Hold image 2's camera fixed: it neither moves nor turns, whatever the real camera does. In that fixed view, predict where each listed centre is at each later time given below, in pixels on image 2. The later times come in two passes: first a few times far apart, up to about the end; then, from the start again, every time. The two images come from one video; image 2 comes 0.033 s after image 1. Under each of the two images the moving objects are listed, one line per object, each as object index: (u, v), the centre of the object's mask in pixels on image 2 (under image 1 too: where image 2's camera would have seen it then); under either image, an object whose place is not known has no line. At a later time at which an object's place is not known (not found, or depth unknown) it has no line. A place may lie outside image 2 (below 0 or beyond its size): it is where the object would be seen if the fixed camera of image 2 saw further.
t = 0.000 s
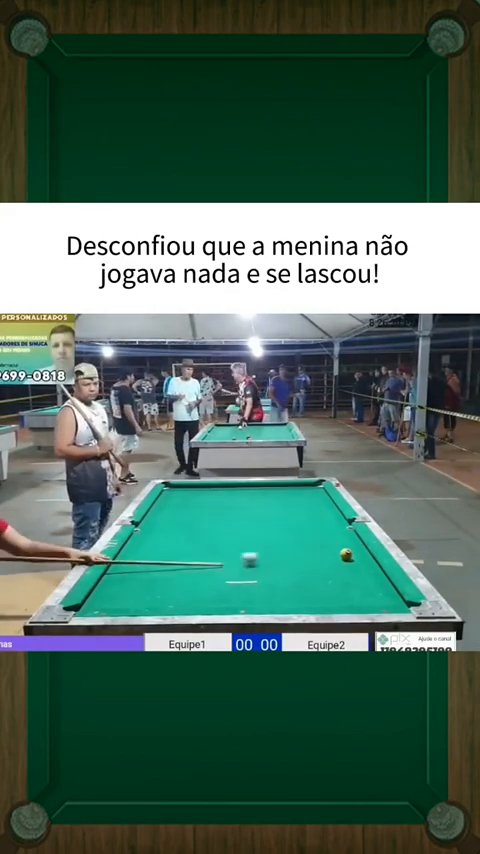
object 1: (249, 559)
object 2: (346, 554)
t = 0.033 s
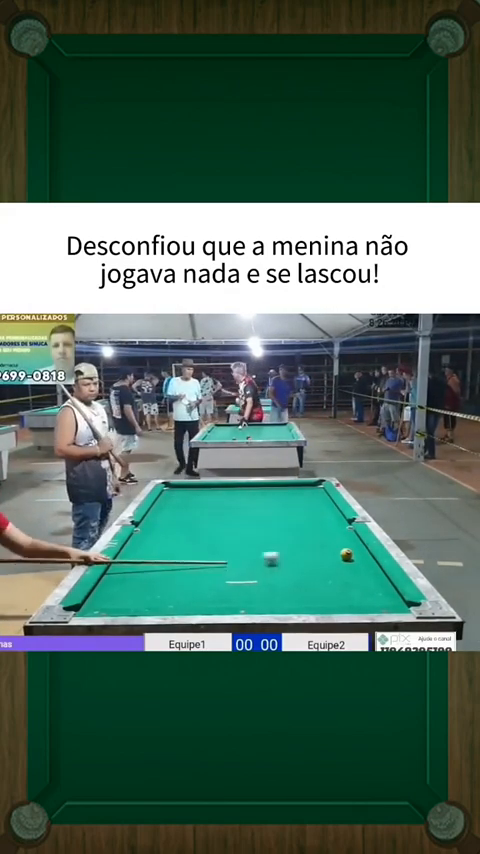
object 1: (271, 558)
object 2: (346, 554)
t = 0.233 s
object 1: (347, 558)
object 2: (357, 550)
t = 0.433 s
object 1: (372, 564)
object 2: (308, 545)
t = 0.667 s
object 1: (356, 570)
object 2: (257, 539)
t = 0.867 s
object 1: (343, 575)
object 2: (217, 535)
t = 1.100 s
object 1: (327, 581)
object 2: (175, 531)
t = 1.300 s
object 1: (314, 586)
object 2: (141, 528)
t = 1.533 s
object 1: (298, 591)
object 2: (161, 524)
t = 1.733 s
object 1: (287, 595)
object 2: (179, 520)
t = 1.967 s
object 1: (273, 598)
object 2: (197, 517)
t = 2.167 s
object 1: (263, 600)
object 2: (211, 514)
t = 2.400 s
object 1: (255, 600)
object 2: (226, 511)
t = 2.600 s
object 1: (250, 599)
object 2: (237, 509)
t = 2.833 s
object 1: (245, 598)
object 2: (248, 507)
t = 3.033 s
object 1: (242, 598)
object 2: (257, 505)
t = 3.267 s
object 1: (241, 598)
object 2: (265, 503)
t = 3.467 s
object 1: (241, 597)
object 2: (272, 501)
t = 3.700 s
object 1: (241, 597)
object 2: (278, 500)
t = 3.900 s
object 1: (241, 597)
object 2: (283, 499)
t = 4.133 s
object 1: (241, 597)
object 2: (287, 498)
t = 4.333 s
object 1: (241, 597)
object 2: (290, 497)
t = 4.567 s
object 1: (241, 597)
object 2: (292, 497)
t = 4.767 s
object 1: (241, 597)
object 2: (293, 496)
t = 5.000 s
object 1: (241, 597)
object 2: (294, 496)
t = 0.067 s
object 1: (291, 557)
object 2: (346, 554)
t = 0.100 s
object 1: (310, 556)
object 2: (346, 554)
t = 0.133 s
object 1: (327, 556)
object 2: (346, 554)
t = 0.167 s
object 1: (338, 556)
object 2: (353, 553)
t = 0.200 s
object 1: (343, 557)
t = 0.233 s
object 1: (347, 558)
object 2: (357, 550)
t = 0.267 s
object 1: (352, 559)
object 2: (347, 548)
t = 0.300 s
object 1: (357, 560)
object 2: (340, 548)
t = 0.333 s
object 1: (361, 561)
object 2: (332, 547)
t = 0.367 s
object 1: (365, 562)
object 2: (324, 546)
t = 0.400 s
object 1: (369, 563)
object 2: (316, 545)
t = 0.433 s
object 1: (372, 564)
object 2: (308, 545)
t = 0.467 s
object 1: (370, 565)
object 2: (300, 544)
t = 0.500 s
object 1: (368, 566)
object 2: (292, 543)
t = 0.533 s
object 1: (365, 566)
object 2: (285, 542)
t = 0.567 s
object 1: (363, 567)
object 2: (278, 541)
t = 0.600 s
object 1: (361, 568)
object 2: (271, 541)
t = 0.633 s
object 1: (358, 568)
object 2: (264, 540)
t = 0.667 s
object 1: (356, 570)
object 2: (257, 539)
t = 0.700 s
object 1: (354, 571)
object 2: (250, 538)
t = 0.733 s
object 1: (351, 571)
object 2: (243, 538)
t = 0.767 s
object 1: (349, 572)
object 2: (237, 537)
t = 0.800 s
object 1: (347, 573)
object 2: (230, 536)
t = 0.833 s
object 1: (345, 574)
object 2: (223, 536)
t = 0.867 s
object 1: (343, 575)
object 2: (217, 535)
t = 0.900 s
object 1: (340, 576)
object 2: (211, 535)
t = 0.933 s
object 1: (338, 577)
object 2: (205, 534)
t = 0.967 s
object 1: (336, 578)
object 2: (199, 534)
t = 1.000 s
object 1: (333, 579)
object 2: (192, 533)
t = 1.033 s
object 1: (331, 579)
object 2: (186, 532)
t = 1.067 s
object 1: (329, 580)
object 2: (180, 532)
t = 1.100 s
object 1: (327, 581)
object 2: (175, 531)
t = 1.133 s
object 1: (324, 582)
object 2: (169, 531)
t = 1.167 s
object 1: (322, 583)
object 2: (164, 530)
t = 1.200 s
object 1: (320, 584)
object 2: (158, 530)
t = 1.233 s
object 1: (318, 584)
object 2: (152, 529)
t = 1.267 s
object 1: (315, 585)
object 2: (147, 528)
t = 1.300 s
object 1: (314, 586)
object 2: (141, 528)
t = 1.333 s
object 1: (311, 587)
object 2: (141, 528)
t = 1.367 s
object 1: (309, 587)
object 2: (145, 527)
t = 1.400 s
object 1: (307, 588)
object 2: (148, 526)
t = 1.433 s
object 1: (305, 589)
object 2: (152, 525)
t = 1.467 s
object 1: (303, 589)
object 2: (155, 525)
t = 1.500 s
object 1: (300, 591)
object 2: (158, 524)
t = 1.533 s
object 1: (298, 591)
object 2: (161, 524)
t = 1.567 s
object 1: (296, 592)
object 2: (164, 523)
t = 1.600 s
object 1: (294, 593)
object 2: (167, 523)
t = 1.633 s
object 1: (292, 593)
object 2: (170, 522)
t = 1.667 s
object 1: (290, 594)
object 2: (173, 521)
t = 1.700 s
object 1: (288, 595)
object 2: (176, 521)
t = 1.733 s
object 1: (287, 595)
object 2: (179, 520)
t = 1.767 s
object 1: (284, 596)
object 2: (182, 520)
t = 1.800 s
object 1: (282, 596)
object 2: (184, 519)
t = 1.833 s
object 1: (281, 596)
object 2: (187, 519)
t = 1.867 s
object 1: (279, 597)
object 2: (190, 518)
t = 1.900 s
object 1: (277, 597)
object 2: (192, 518)
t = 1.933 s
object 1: (275, 598)
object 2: (194, 517)
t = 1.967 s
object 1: (273, 598)
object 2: (197, 517)
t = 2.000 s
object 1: (272, 598)
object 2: (200, 516)
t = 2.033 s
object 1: (270, 598)
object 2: (202, 516)
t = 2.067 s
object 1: (268, 599)
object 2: (205, 515)
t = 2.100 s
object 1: (267, 599)
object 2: (207, 515)
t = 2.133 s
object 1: (265, 600)
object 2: (209, 514)
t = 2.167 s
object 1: (263, 600)
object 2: (211, 514)
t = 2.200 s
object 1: (261, 600)
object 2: (214, 513)
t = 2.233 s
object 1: (260, 601)
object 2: (216, 513)
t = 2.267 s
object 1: (259, 601)
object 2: (218, 513)
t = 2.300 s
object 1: (258, 600)
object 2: (220, 512)
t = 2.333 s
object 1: (257, 600)
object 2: (222, 512)
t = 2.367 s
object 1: (256, 600)
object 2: (224, 511)
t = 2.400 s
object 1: (255, 600)
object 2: (226, 511)
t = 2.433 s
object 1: (254, 600)
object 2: (228, 511)
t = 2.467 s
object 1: (253, 600)
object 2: (229, 510)
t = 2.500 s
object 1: (252, 599)
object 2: (232, 510)
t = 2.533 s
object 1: (251, 599)
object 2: (233, 509)
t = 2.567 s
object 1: (250, 599)
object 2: (235, 509)
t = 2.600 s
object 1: (250, 599)
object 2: (237, 509)
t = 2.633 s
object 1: (249, 599)
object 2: (239, 508)
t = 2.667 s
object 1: (248, 599)
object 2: (240, 508)
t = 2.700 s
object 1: (248, 599)
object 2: (242, 508)
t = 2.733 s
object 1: (247, 599)
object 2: (244, 507)
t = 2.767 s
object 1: (246, 599)
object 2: (245, 507)
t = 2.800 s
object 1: (246, 598)
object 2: (247, 507)
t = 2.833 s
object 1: (245, 598)
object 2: (248, 507)
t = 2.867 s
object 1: (245, 598)
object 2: (250, 506)
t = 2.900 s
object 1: (244, 598)
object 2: (251, 506)
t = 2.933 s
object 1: (244, 598)
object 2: (252, 505)
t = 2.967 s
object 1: (243, 598)
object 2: (254, 505)
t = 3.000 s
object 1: (243, 598)
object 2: (255, 505)
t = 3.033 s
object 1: (242, 598)
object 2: (257, 505)
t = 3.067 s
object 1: (242, 598)
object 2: (258, 504)
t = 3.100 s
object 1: (242, 598)
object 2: (259, 504)
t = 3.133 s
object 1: (242, 598)
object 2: (260, 504)
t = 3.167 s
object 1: (242, 598)
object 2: (262, 504)
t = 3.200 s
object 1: (241, 598)
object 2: (263, 503)
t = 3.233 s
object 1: (242, 597)
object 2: (264, 503)
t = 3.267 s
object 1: (241, 598)
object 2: (265, 503)
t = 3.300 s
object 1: (241, 597)
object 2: (266, 503)
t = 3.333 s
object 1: (241, 597)
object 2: (267, 502)
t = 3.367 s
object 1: (241, 597)
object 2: (268, 502)
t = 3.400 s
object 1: (241, 597)
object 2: (270, 502)
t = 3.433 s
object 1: (241, 597)
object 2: (271, 502)
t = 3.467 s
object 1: (241, 597)
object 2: (272, 501)
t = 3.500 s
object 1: (241, 597)
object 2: (273, 501)
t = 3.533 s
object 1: (241, 597)
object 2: (274, 501)
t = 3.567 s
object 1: (241, 597)
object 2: (274, 501)
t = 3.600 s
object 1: (241, 597)
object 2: (275, 501)
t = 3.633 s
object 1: (241, 597)
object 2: (277, 500)
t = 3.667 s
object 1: (241, 597)
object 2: (277, 500)
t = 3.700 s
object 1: (241, 597)
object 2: (278, 500)
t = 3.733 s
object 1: (241, 597)
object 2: (279, 500)
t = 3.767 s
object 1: (241, 597)
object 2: (280, 500)
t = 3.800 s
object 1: (241, 597)
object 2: (281, 500)
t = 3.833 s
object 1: (241, 597)
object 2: (281, 499)
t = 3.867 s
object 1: (241, 597)
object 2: (282, 499)
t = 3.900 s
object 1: (241, 597)
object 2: (283, 499)
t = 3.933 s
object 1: (241, 597)
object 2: (283, 499)
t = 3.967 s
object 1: (241, 597)
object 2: (284, 498)
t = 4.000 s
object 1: (241, 597)
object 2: (285, 498)
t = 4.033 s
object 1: (241, 597)
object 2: (286, 498)
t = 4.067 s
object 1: (241, 597)
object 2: (286, 498)
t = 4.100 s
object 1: (241, 597)
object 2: (287, 498)
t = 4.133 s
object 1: (241, 597)
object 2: (287, 498)
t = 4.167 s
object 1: (241, 597)
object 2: (288, 498)
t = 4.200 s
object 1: (241, 597)
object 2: (288, 498)
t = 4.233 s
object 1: (241, 597)
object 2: (289, 498)
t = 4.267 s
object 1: (241, 597)
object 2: (289, 498)
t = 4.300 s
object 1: (241, 597)
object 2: (290, 497)
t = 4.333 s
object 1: (241, 597)
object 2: (290, 497)
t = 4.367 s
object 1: (241, 597)
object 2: (290, 497)
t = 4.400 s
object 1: (241, 597)
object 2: (290, 497)
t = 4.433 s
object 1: (241, 597)
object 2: (291, 497)
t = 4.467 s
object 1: (241, 597)
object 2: (291, 497)
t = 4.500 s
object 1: (241, 597)
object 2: (291, 497)
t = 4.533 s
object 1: (241, 597)
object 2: (291, 497)
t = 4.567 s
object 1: (241, 597)
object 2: (292, 497)
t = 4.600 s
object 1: (241, 597)
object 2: (292, 497)
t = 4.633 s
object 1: (241, 597)
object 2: (293, 496)
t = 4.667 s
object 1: (241, 597)
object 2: (292, 496)
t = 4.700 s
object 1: (241, 597)
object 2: (293, 496)
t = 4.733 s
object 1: (241, 597)
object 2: (293, 496)
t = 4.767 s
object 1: (241, 597)
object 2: (293, 496)
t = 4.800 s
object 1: (241, 597)
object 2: (293, 496)
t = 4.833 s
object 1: (241, 597)
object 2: (293, 496)
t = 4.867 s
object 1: (241, 597)
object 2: (293, 496)
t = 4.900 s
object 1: (241, 597)
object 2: (293, 496)
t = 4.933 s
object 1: (241, 597)
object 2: (293, 496)
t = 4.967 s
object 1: (241, 597)
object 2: (294, 496)
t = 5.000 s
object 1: (241, 597)
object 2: (294, 496)
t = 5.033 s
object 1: (241, 597)
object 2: (294, 496)
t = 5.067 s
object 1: (241, 597)
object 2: (294, 496)
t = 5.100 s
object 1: (241, 597)
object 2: (294, 496)
